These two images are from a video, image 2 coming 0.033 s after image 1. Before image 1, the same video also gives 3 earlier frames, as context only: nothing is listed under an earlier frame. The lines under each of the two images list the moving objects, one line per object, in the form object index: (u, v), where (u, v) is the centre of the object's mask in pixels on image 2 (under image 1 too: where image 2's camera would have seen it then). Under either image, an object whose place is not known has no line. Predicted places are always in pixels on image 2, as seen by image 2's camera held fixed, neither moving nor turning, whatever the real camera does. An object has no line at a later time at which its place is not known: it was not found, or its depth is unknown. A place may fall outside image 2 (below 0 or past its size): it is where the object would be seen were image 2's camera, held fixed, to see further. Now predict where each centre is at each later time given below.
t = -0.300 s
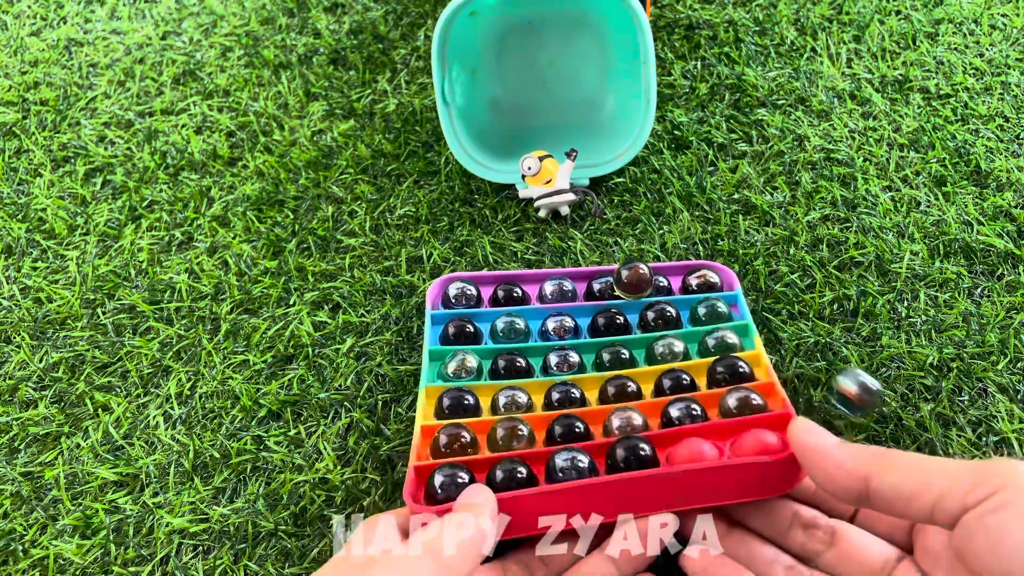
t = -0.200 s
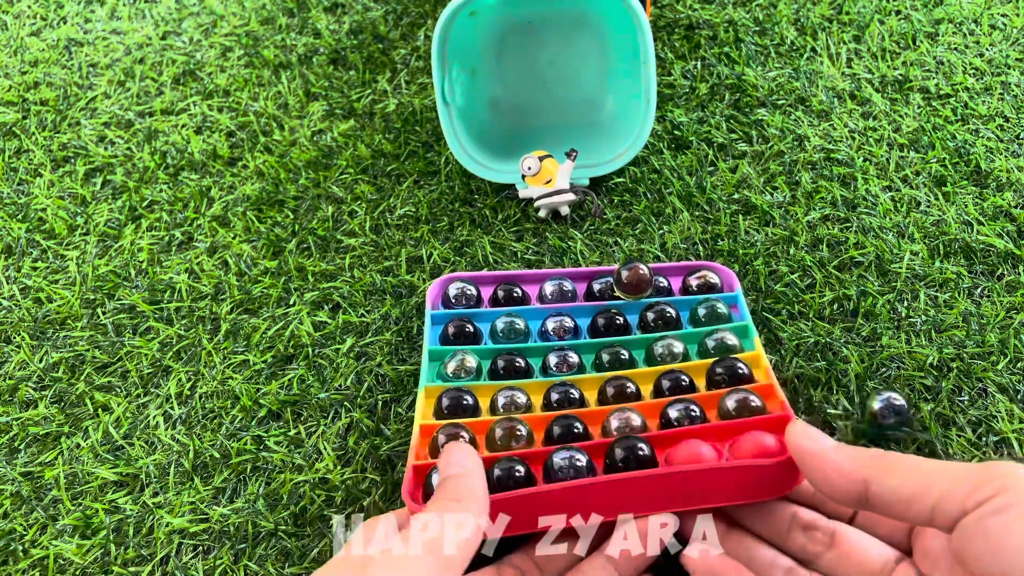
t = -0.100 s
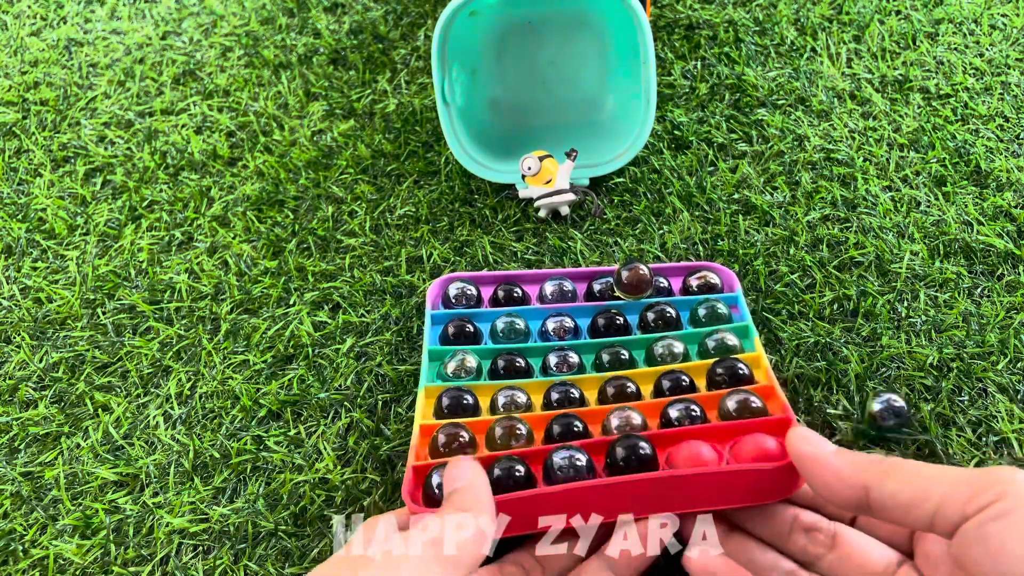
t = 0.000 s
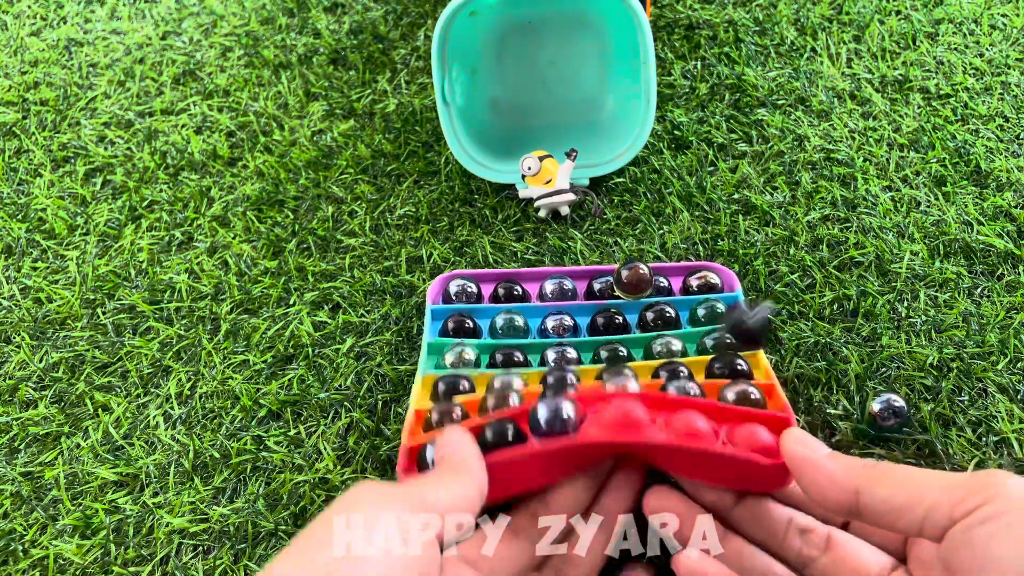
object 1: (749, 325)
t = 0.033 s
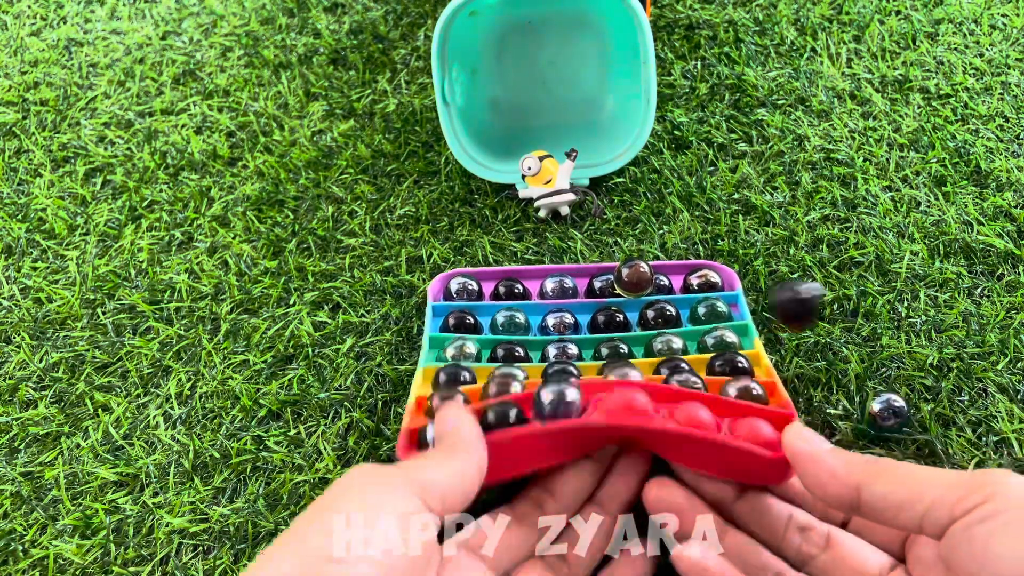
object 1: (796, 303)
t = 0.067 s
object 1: (837, 307)
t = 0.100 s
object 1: (868, 331)
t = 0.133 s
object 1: (888, 366)
